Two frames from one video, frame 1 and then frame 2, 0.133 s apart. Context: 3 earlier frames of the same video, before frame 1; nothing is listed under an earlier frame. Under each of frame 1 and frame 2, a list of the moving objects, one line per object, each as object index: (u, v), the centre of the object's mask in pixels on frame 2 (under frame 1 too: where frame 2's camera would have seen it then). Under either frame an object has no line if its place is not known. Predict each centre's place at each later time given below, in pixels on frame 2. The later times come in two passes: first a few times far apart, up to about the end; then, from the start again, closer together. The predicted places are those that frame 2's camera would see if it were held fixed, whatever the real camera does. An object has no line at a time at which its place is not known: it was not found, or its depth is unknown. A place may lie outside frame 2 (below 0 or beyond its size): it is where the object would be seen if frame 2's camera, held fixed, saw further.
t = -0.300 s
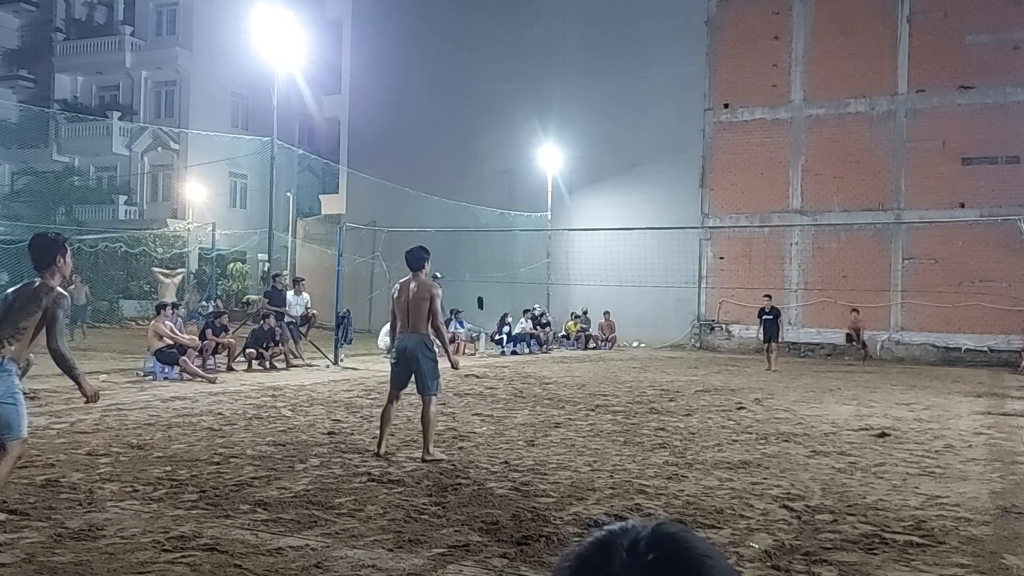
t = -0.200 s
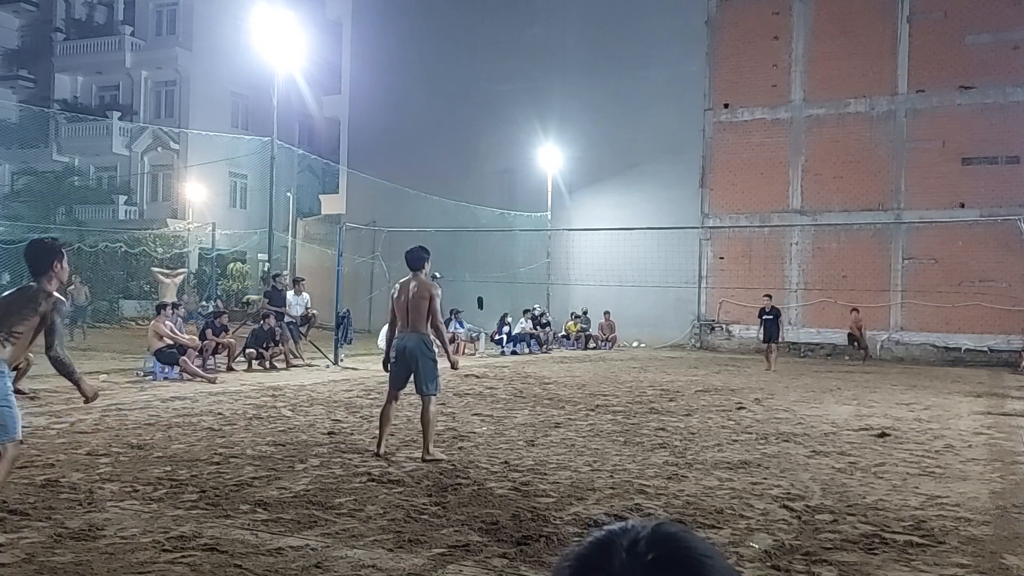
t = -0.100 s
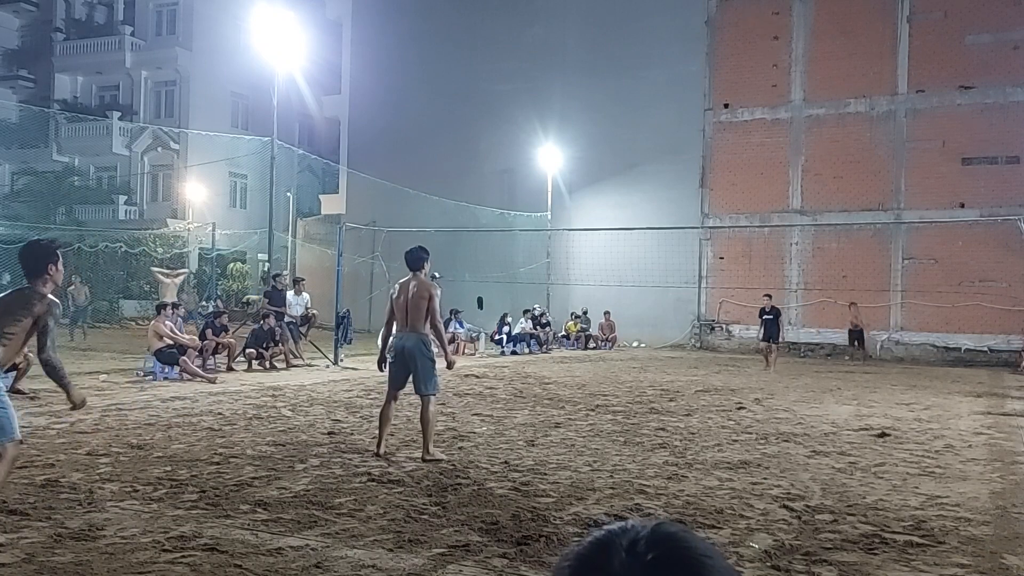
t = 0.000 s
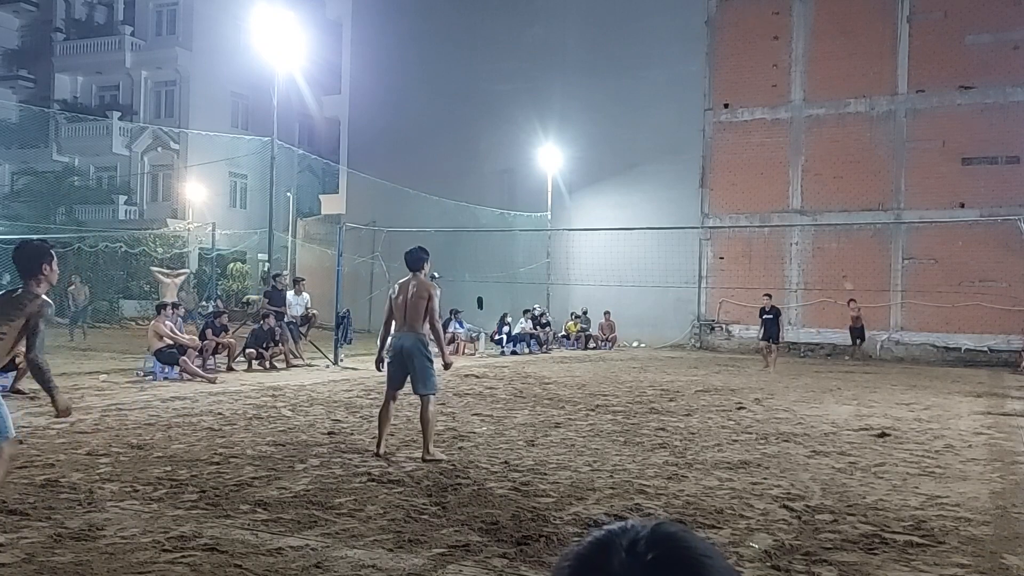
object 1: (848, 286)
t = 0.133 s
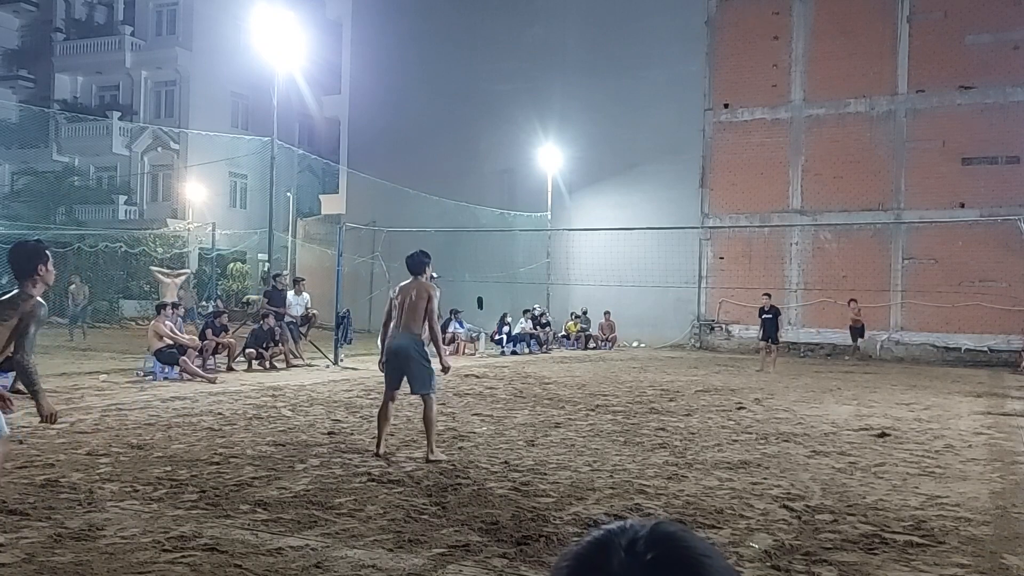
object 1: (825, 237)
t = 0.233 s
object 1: (806, 202)
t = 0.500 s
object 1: (739, 120)
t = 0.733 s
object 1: (667, 68)
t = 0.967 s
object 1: (575, 40)
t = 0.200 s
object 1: (812, 214)
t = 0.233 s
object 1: (806, 202)
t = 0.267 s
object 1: (799, 190)
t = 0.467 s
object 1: (749, 128)
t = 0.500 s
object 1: (739, 120)
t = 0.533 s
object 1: (730, 112)
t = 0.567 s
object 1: (721, 104)
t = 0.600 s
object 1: (710, 95)
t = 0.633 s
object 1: (700, 88)
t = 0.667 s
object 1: (690, 81)
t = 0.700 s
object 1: (679, 75)
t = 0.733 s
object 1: (667, 68)
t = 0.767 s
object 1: (656, 63)
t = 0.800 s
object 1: (642, 57)
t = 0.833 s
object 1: (630, 53)
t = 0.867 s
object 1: (617, 48)
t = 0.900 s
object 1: (603, 45)
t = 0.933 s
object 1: (590, 42)
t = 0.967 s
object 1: (575, 40)
